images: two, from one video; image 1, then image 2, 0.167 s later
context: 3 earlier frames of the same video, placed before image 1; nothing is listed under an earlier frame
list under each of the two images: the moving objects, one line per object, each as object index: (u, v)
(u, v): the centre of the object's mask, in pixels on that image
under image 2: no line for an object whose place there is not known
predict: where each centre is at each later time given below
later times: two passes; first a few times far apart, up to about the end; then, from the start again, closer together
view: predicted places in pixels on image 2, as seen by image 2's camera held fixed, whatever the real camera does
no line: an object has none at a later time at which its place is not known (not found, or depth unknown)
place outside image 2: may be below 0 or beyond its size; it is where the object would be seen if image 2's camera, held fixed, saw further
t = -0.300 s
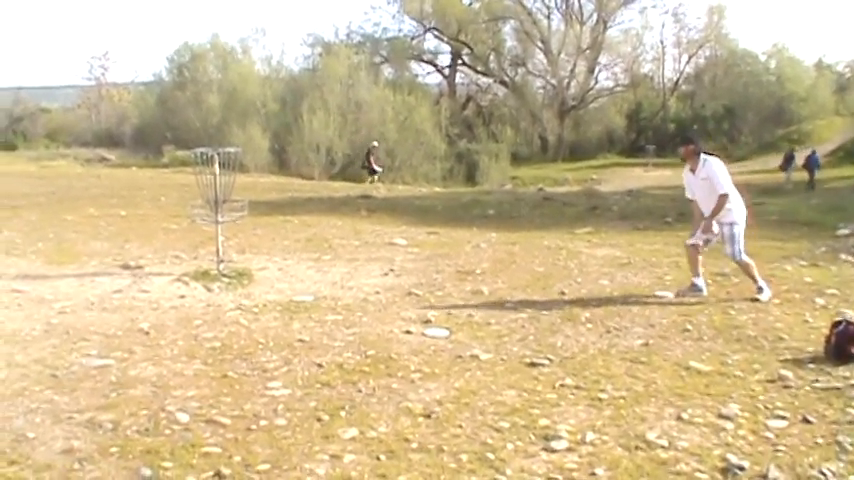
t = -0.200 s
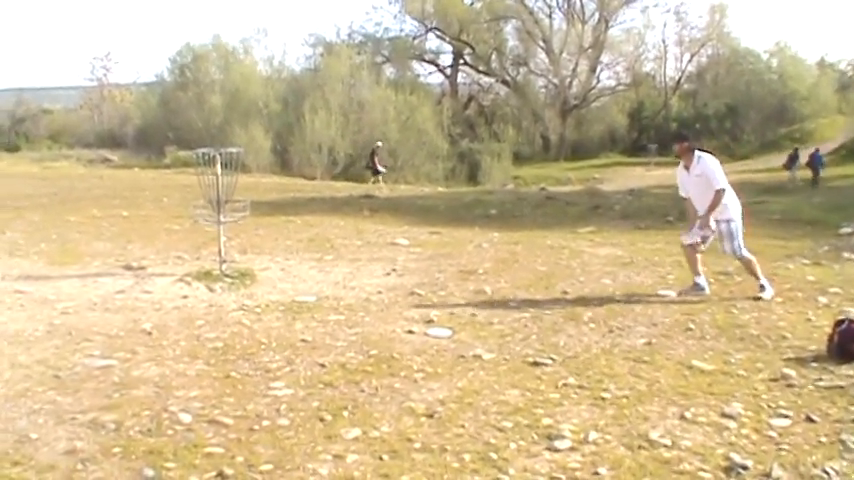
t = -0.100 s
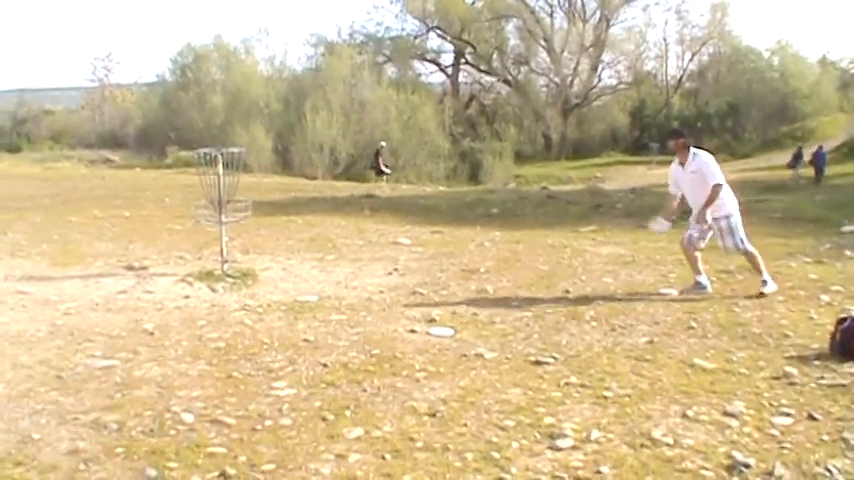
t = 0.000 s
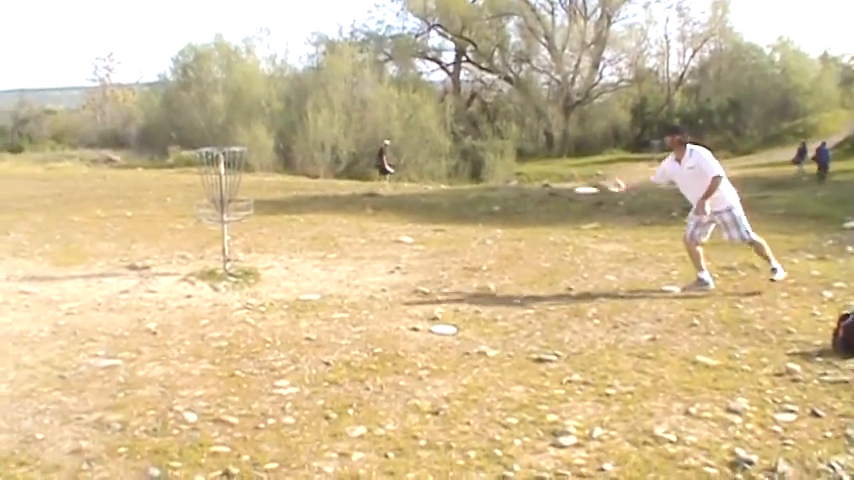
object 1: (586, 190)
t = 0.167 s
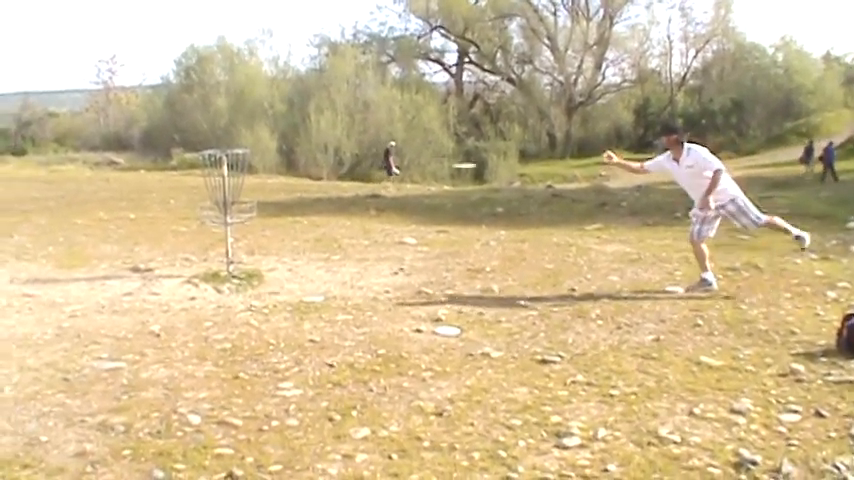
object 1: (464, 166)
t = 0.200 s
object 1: (441, 165)
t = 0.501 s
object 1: (246, 197)
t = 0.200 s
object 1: (441, 165)
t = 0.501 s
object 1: (246, 197)
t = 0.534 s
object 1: (236, 200)
